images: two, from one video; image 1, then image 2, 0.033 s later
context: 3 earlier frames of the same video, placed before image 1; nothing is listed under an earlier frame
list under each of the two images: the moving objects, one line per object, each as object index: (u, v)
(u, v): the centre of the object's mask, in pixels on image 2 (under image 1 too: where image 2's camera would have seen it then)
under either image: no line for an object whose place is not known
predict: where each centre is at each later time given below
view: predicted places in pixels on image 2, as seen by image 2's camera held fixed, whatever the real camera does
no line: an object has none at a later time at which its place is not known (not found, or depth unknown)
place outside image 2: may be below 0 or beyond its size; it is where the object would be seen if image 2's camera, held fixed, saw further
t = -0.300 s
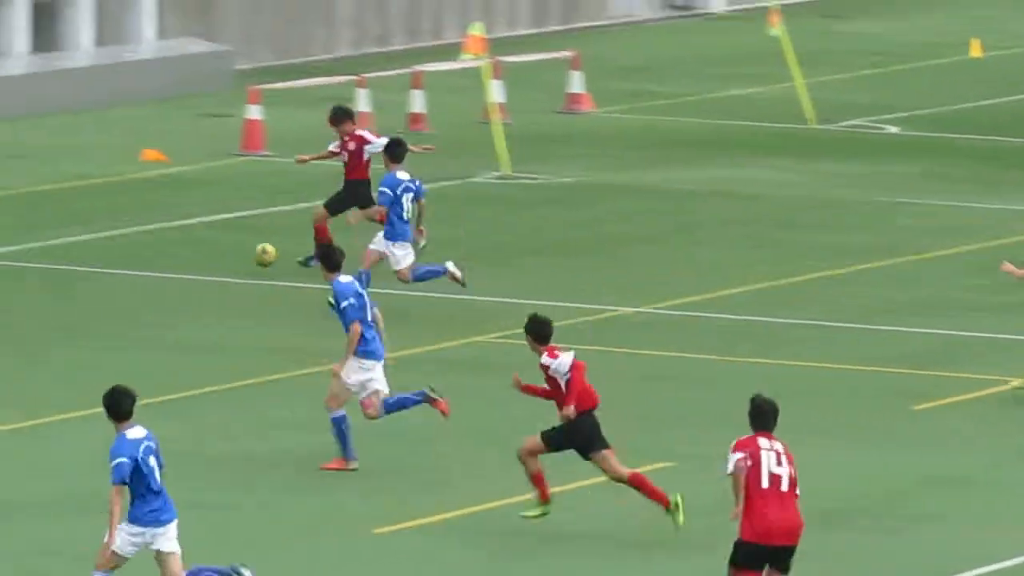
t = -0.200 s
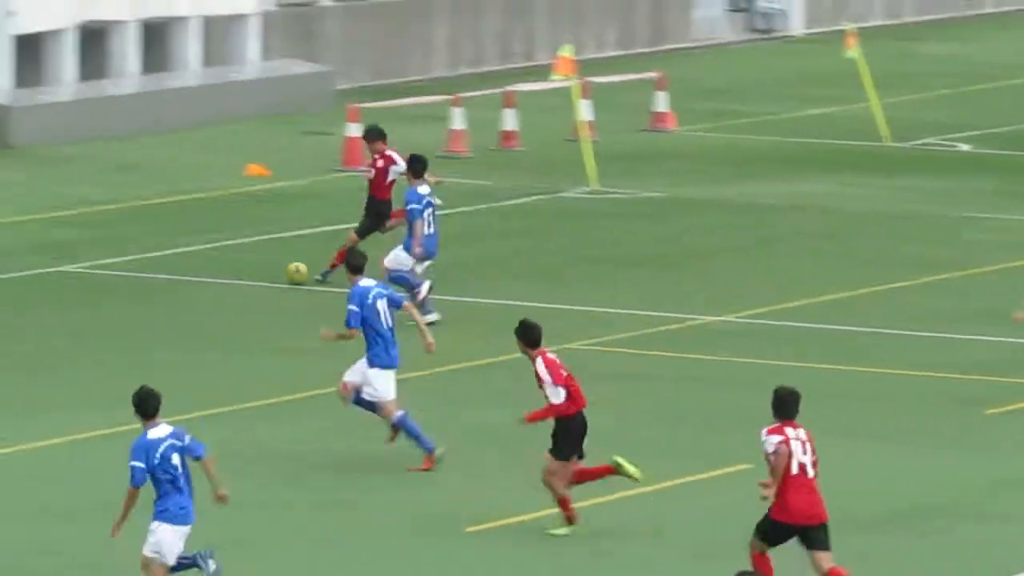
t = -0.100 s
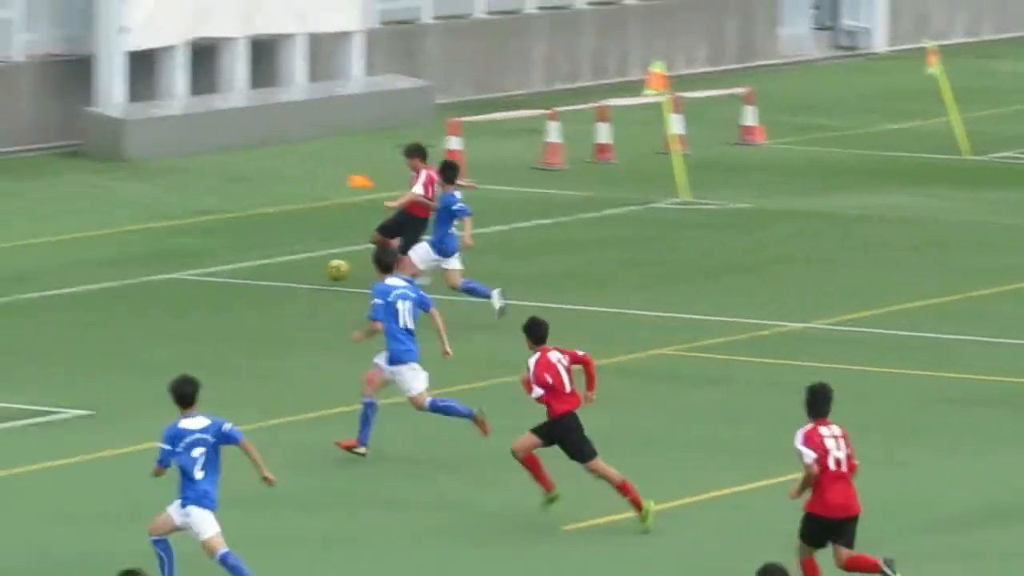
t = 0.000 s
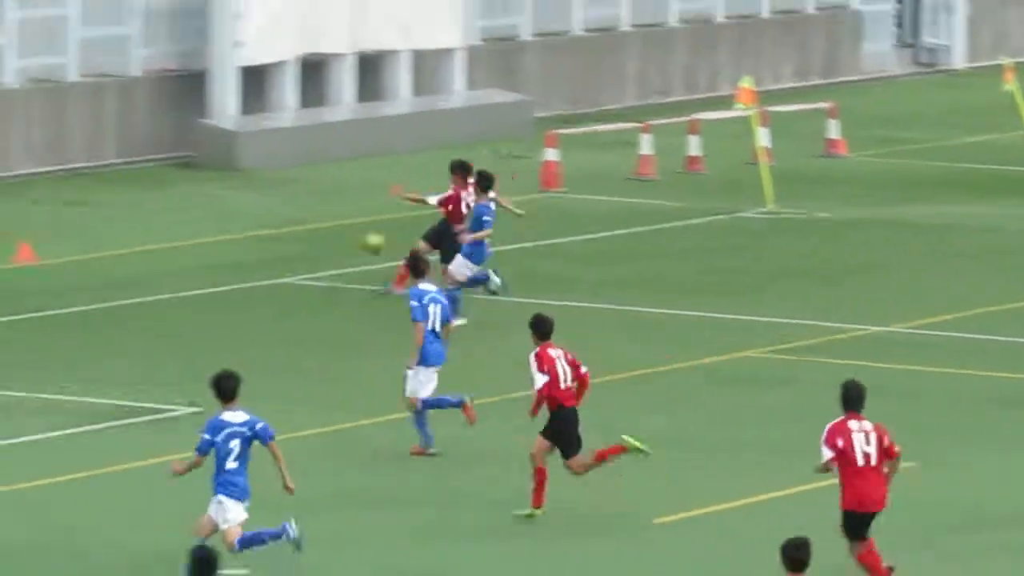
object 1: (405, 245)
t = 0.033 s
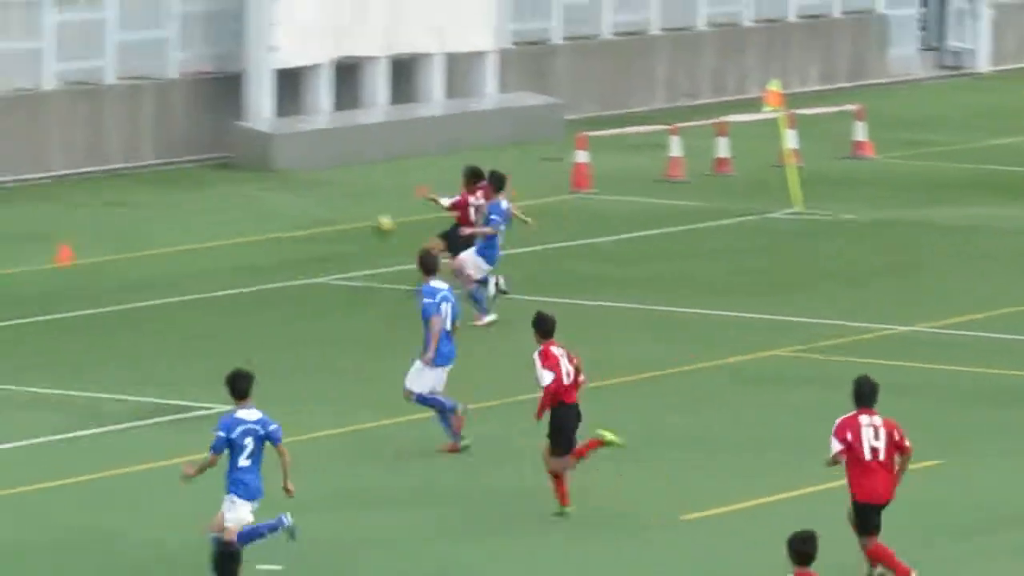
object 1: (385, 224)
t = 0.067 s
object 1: (362, 209)
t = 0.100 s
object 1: (339, 192)
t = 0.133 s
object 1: (314, 176)
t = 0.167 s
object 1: (291, 160)
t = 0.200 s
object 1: (269, 146)
